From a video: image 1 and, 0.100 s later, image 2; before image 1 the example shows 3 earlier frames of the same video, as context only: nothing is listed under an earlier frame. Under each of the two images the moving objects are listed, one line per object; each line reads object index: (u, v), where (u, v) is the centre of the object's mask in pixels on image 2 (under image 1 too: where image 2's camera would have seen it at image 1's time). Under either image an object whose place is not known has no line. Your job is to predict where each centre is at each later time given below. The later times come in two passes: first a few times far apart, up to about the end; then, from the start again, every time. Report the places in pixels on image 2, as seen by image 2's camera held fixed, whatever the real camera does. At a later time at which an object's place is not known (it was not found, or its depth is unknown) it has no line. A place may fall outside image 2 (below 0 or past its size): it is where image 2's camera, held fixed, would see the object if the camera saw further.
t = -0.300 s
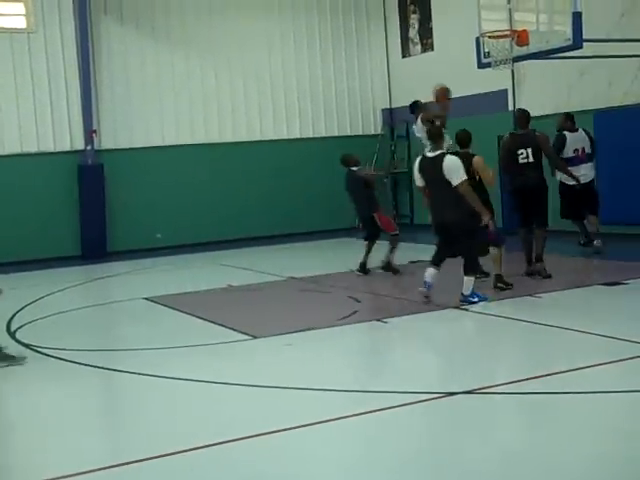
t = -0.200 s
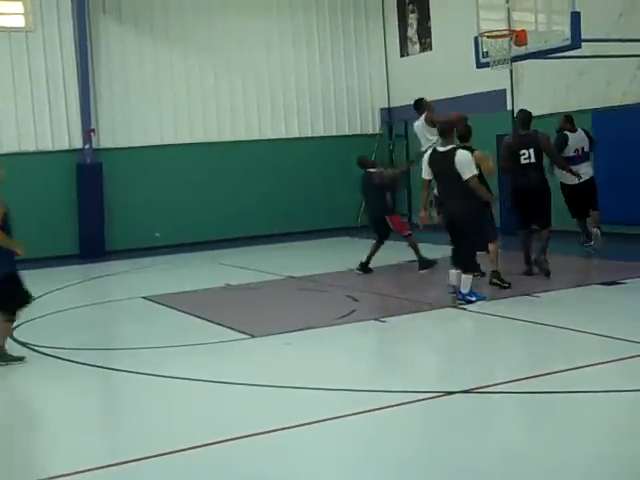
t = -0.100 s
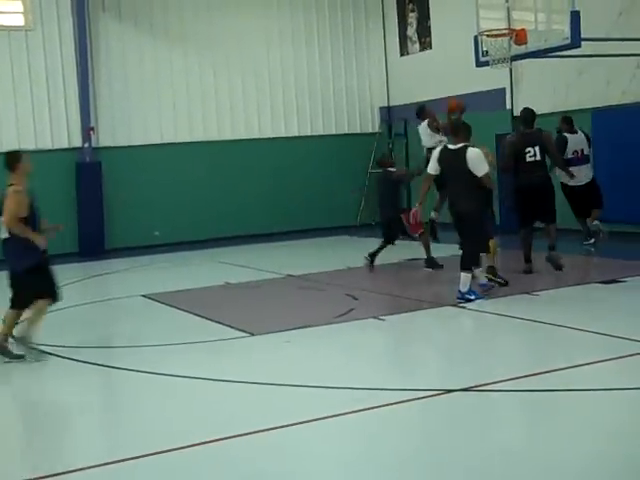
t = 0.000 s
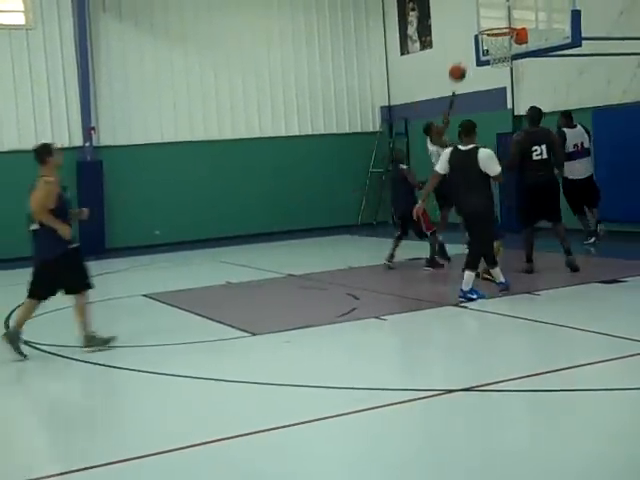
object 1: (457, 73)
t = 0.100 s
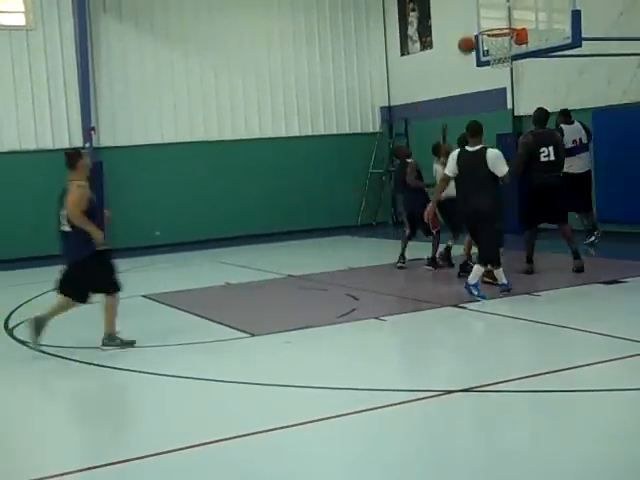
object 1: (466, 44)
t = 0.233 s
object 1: (480, 17)
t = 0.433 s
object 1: (501, 2)
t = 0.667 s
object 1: (509, 18)
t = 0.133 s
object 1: (470, 37)
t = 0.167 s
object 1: (472, 29)
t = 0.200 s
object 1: (476, 23)
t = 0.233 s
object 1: (480, 17)
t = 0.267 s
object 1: (483, 12)
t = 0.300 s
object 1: (487, 7)
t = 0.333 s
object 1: (490, 5)
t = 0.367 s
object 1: (494, 3)
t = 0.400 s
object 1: (498, 2)
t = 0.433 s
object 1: (501, 2)
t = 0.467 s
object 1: (505, 2)
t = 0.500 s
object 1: (507, 3)
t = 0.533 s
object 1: (508, 3)
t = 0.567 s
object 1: (508, 5)
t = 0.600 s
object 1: (508, 8)
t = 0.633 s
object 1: (509, 13)
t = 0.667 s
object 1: (509, 18)
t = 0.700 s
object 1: (509, 23)
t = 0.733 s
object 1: (503, 24)
